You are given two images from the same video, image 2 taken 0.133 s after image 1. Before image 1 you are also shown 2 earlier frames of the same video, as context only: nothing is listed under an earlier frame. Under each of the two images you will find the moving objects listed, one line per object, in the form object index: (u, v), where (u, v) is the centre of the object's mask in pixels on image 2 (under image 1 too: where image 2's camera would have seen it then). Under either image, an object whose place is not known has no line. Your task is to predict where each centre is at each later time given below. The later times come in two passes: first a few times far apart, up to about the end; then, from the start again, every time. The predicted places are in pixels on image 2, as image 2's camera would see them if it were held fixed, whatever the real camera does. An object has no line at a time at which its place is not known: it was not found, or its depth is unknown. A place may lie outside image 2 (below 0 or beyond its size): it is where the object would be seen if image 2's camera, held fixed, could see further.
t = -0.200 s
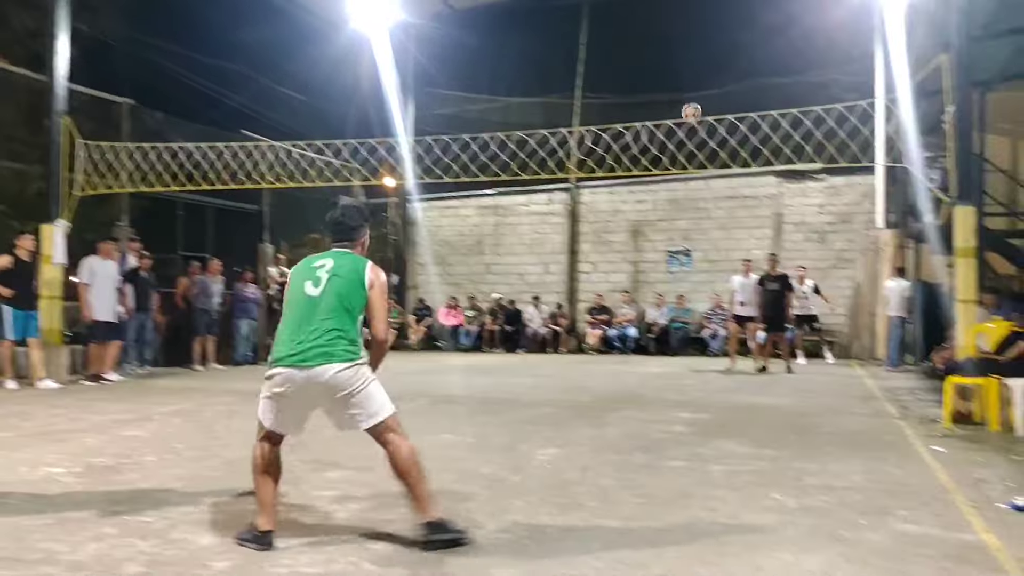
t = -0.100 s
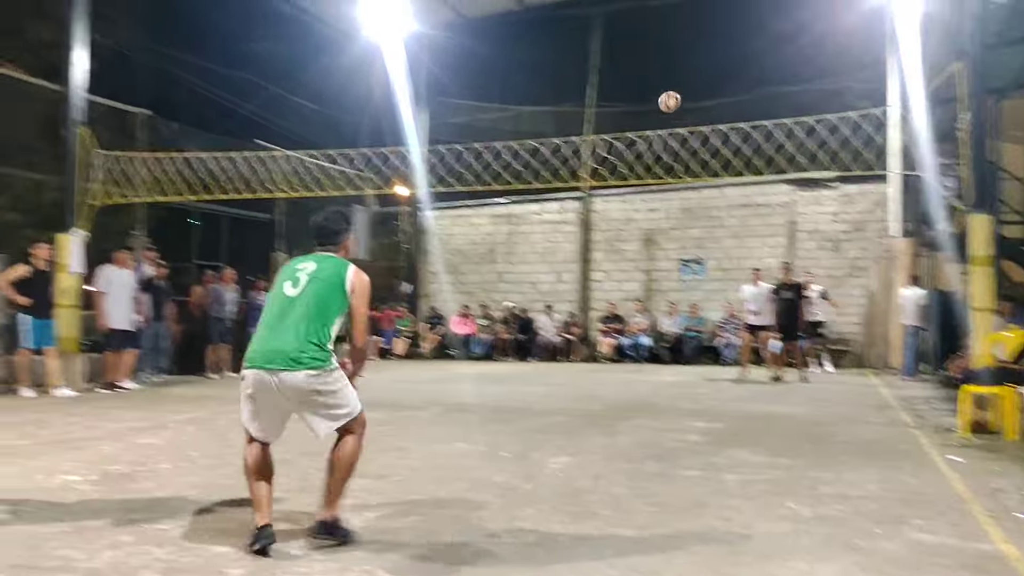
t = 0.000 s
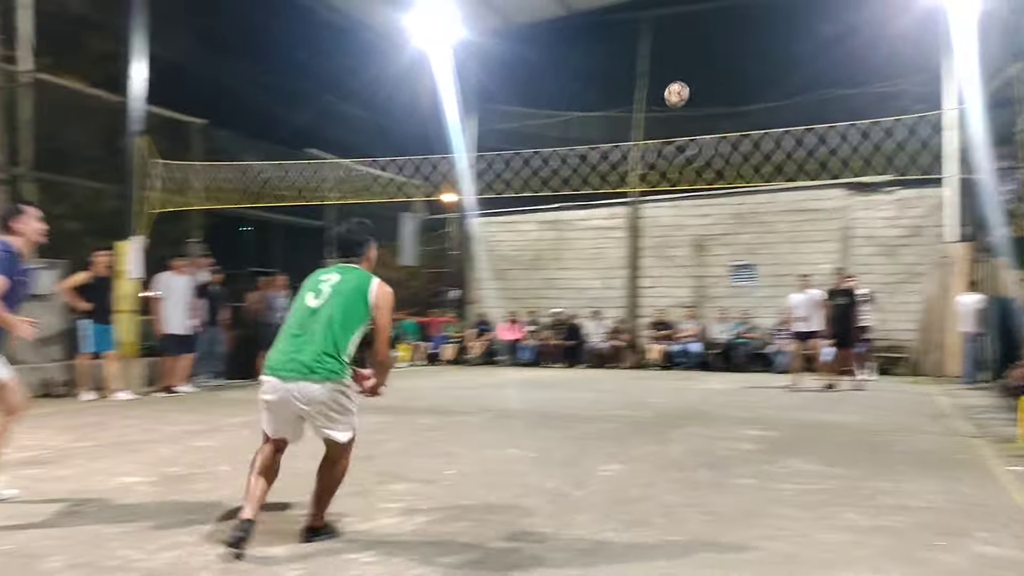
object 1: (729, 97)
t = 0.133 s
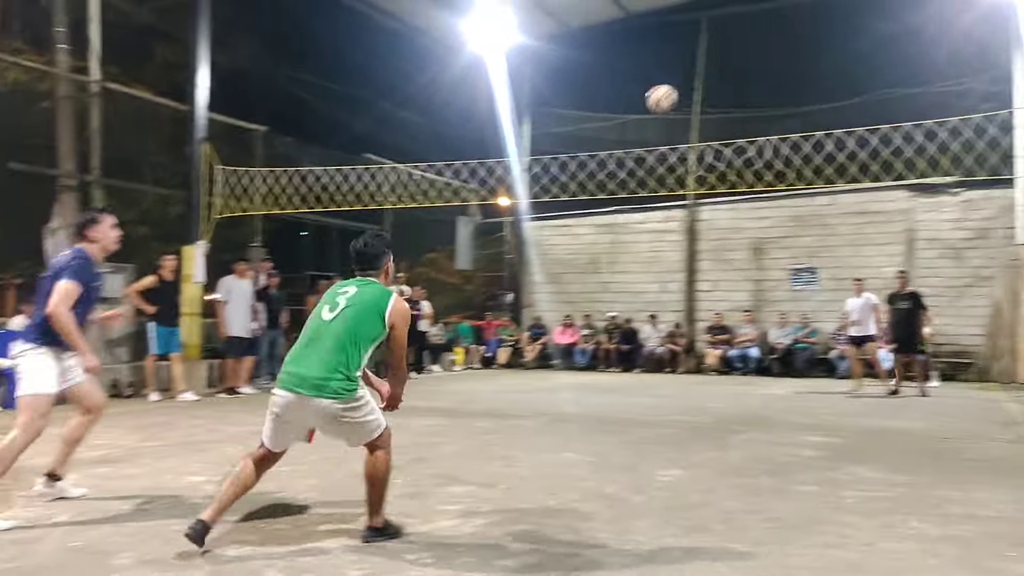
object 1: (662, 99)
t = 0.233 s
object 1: (593, 119)
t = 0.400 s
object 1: (434, 210)
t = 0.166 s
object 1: (641, 103)
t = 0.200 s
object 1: (618, 110)
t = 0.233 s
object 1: (593, 119)
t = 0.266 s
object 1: (568, 129)
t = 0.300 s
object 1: (542, 141)
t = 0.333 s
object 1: (501, 164)
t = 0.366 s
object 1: (473, 182)
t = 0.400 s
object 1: (434, 210)
